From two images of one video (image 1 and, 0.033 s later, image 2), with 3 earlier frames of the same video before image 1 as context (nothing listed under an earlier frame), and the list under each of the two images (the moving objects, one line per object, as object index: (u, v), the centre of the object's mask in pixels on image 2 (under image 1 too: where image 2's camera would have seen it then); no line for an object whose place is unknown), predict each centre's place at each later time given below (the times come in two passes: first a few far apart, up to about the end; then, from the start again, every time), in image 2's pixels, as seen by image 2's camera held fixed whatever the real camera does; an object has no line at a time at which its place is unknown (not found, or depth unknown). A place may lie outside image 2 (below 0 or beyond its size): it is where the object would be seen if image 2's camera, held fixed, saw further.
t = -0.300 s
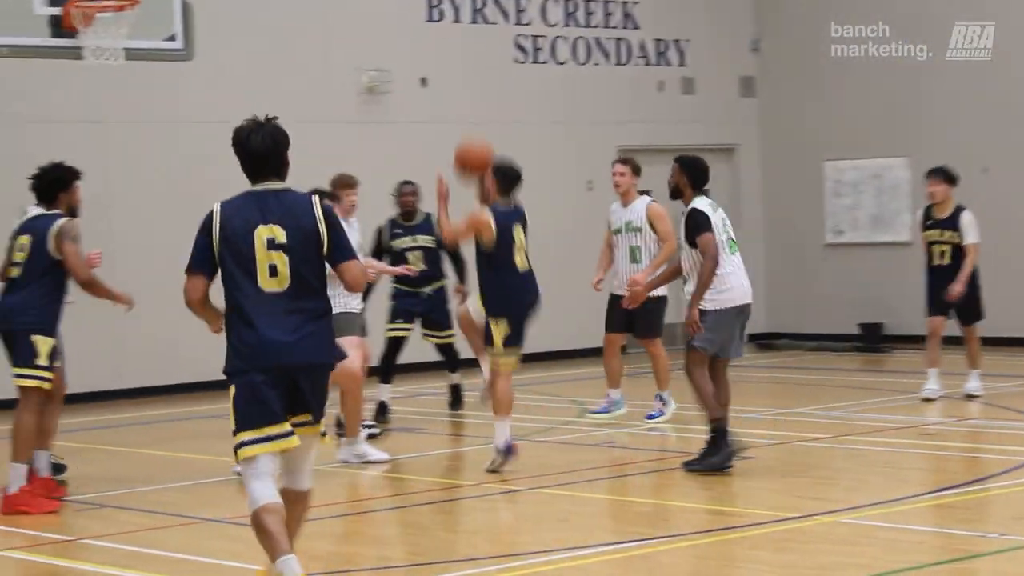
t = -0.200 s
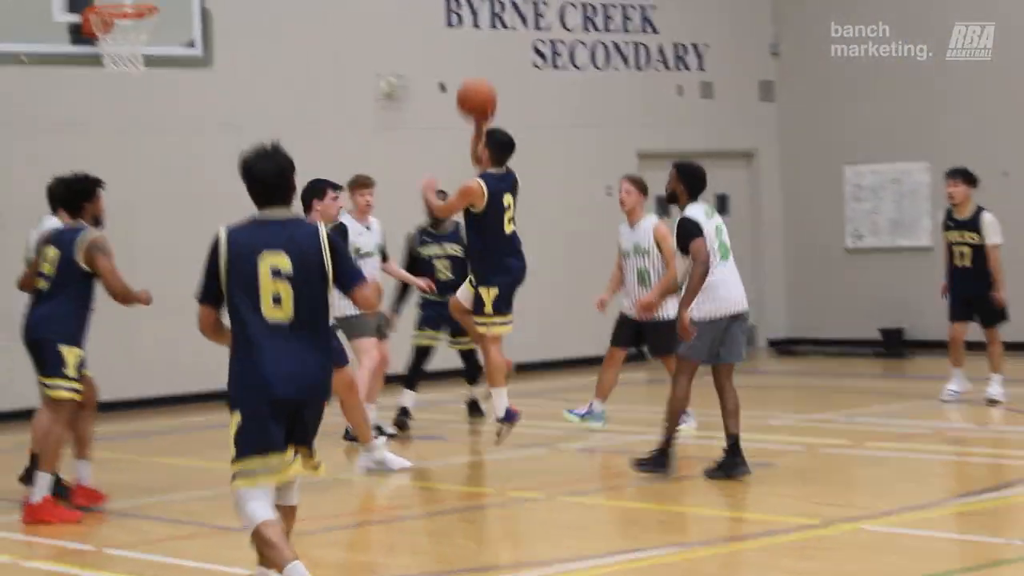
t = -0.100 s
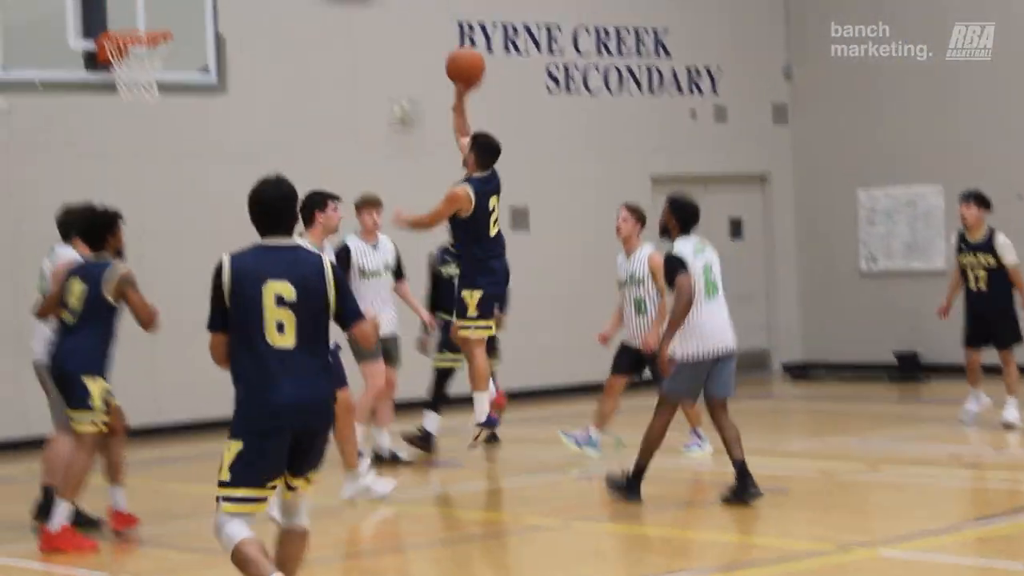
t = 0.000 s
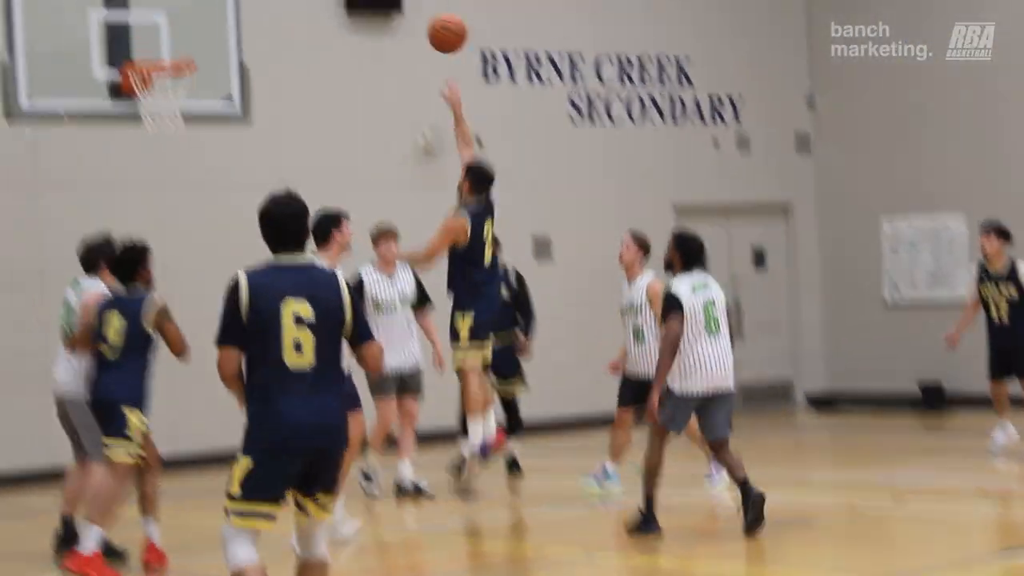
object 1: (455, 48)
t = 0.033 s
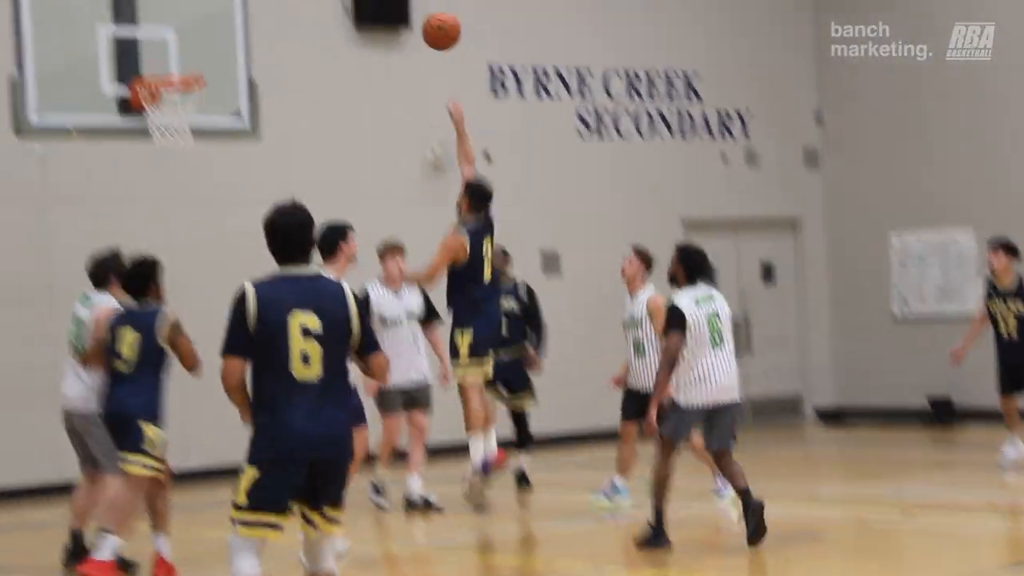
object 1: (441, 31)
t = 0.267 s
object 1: (347, -42)
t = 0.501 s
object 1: (260, -27)
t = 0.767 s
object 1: (194, 52)
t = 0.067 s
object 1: (427, 15)
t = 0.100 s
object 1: (413, 1)
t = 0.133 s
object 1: (399, -12)
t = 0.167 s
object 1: (386, -21)
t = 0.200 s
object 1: (373, -31)
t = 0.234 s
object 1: (360, -38)
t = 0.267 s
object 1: (347, -42)
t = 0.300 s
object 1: (335, -46)
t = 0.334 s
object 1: (322, -47)
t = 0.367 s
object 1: (309, -46)
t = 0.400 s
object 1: (296, -44)
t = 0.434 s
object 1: (283, -40)
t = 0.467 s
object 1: (272, -34)
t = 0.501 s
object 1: (260, -27)
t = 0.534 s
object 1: (250, -17)
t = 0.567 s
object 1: (238, -7)
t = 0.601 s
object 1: (228, 5)
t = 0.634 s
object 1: (218, 19)
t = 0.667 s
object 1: (207, 33)
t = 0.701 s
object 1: (197, 50)
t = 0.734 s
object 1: (191, 62)
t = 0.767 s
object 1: (194, 52)
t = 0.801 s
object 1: (199, 43)
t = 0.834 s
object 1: (201, 35)
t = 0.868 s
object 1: (206, 28)
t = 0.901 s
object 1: (207, 23)
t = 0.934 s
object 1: (211, 19)
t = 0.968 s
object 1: (215, 18)
